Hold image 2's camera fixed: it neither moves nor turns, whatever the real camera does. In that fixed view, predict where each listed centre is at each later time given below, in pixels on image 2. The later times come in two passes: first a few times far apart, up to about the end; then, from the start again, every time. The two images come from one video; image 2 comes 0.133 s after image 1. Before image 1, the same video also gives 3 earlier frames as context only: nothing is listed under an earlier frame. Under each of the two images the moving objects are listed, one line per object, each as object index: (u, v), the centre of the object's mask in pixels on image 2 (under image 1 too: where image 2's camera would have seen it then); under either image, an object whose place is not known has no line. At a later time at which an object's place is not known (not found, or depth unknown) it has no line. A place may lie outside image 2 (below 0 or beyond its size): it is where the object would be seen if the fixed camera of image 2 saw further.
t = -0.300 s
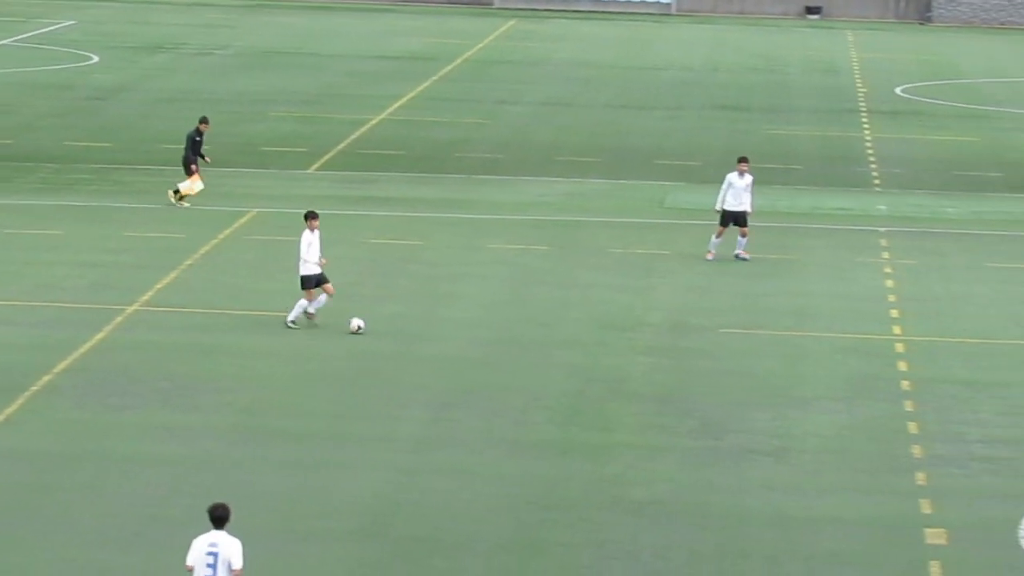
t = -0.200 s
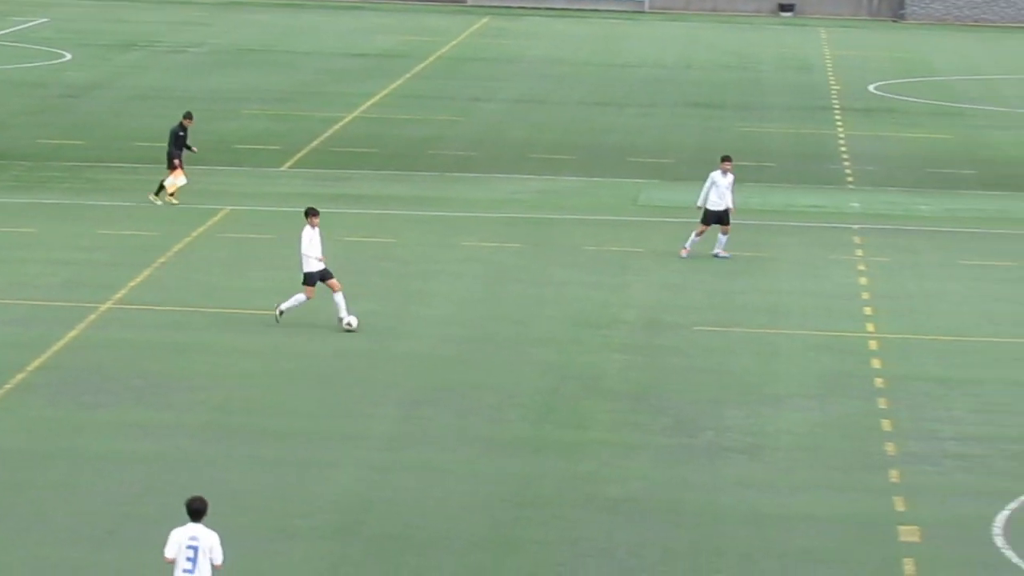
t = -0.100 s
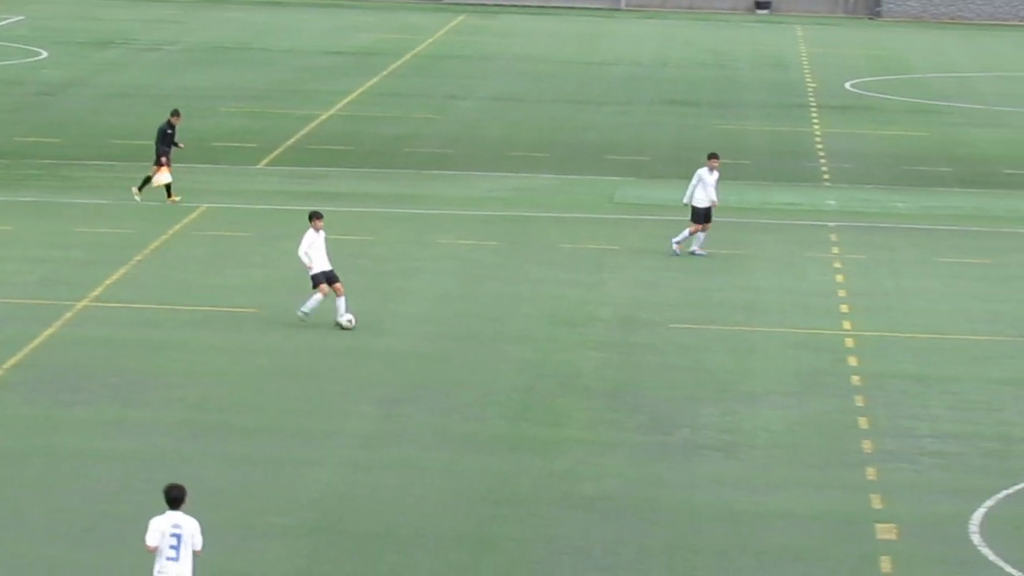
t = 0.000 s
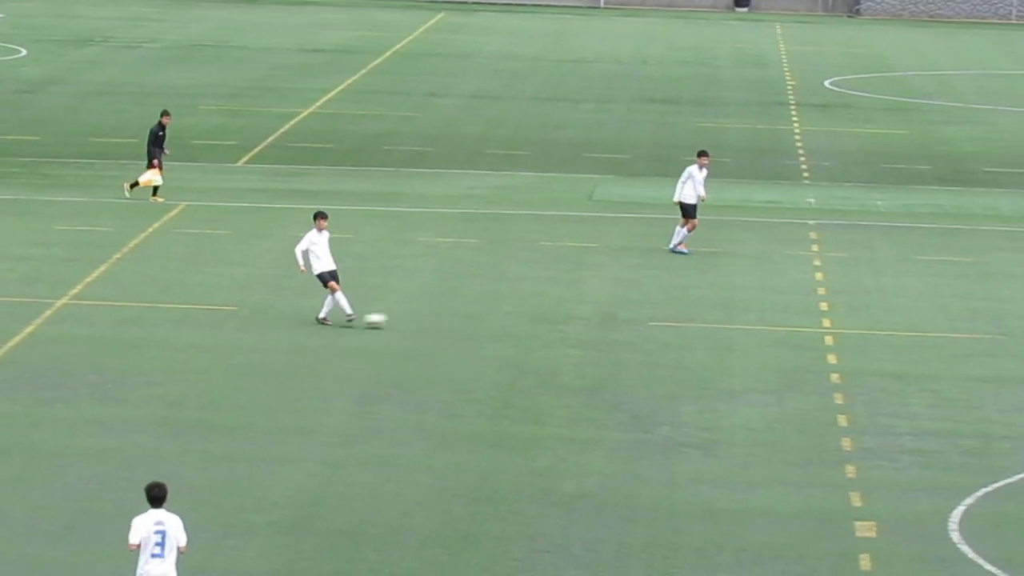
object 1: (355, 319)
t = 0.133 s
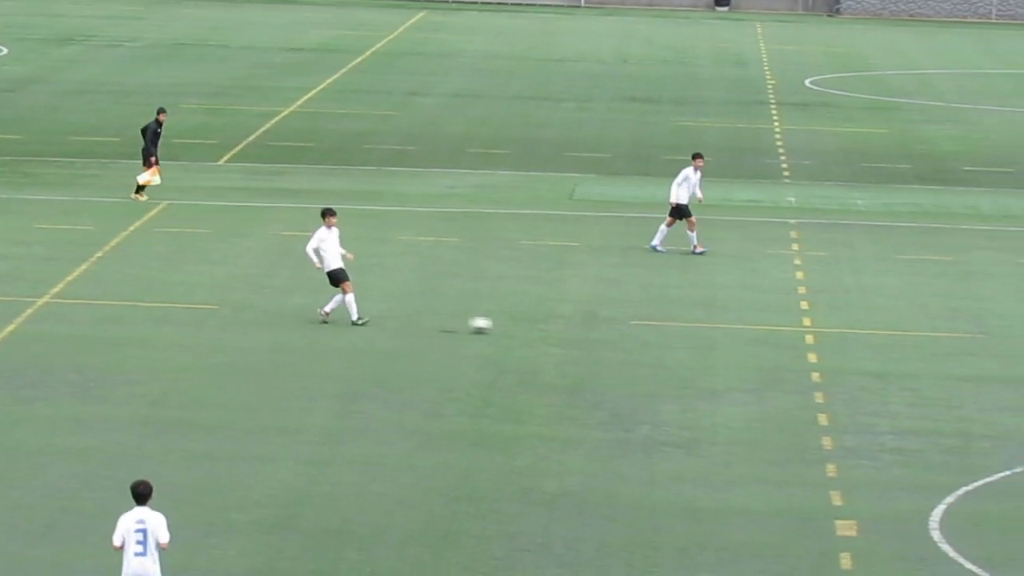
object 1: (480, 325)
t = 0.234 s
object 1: (567, 329)
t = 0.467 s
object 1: (747, 335)
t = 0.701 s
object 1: (899, 344)
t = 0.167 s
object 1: (509, 326)
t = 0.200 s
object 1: (539, 328)
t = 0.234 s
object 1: (567, 329)
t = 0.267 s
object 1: (594, 329)
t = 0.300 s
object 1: (621, 330)
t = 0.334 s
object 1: (648, 331)
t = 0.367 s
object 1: (674, 334)
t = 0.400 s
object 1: (700, 337)
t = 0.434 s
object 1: (723, 336)
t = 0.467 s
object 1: (747, 335)
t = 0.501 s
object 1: (770, 336)
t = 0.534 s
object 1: (793, 337)
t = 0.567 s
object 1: (817, 341)
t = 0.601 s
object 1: (838, 344)
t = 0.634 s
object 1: (859, 343)
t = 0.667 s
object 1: (879, 343)
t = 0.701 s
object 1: (899, 344)
